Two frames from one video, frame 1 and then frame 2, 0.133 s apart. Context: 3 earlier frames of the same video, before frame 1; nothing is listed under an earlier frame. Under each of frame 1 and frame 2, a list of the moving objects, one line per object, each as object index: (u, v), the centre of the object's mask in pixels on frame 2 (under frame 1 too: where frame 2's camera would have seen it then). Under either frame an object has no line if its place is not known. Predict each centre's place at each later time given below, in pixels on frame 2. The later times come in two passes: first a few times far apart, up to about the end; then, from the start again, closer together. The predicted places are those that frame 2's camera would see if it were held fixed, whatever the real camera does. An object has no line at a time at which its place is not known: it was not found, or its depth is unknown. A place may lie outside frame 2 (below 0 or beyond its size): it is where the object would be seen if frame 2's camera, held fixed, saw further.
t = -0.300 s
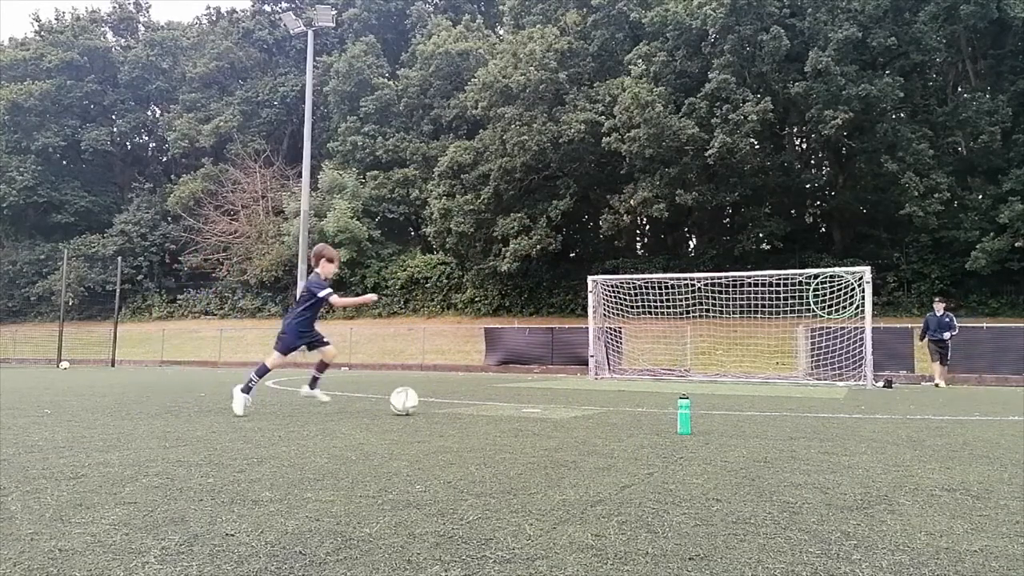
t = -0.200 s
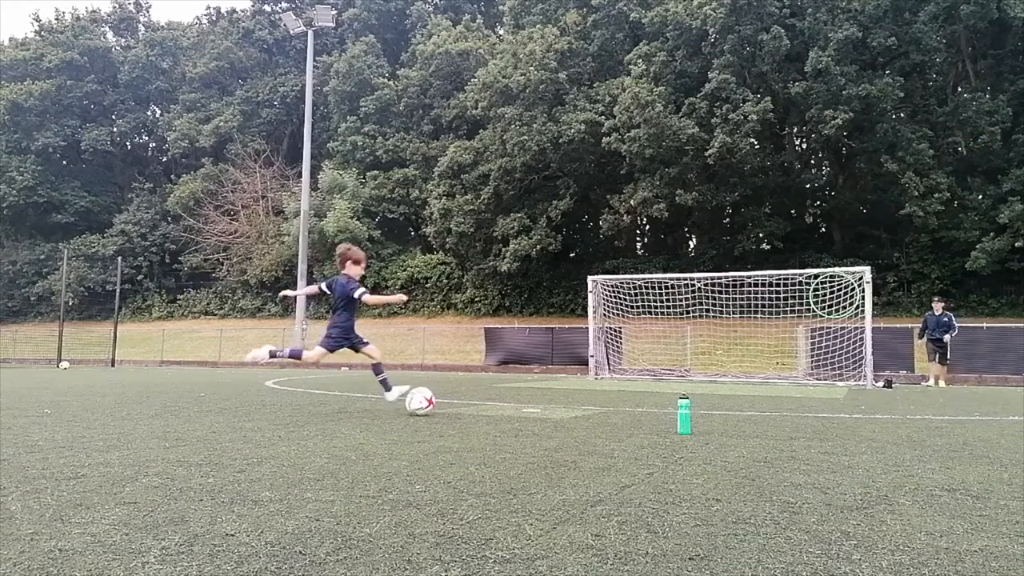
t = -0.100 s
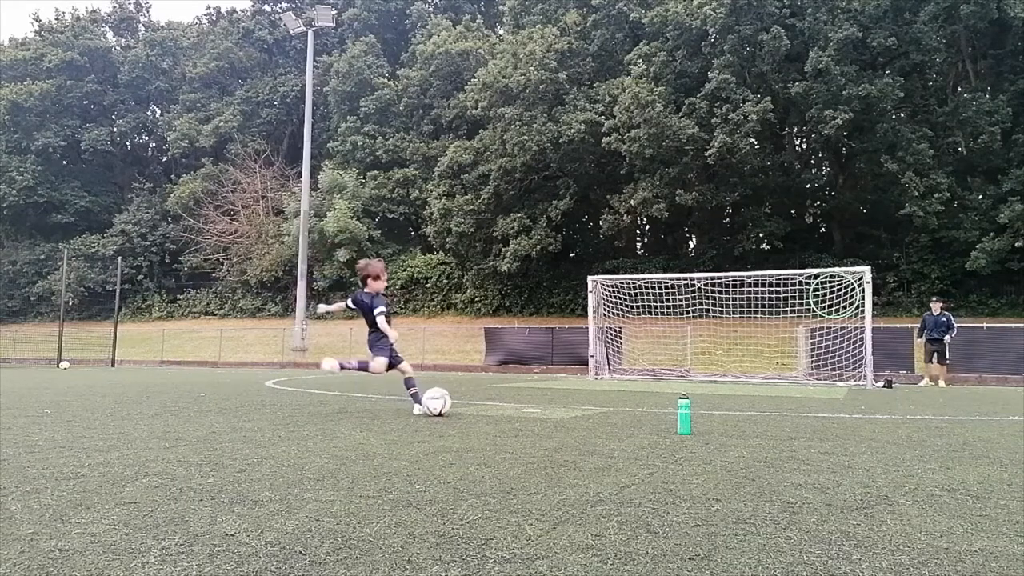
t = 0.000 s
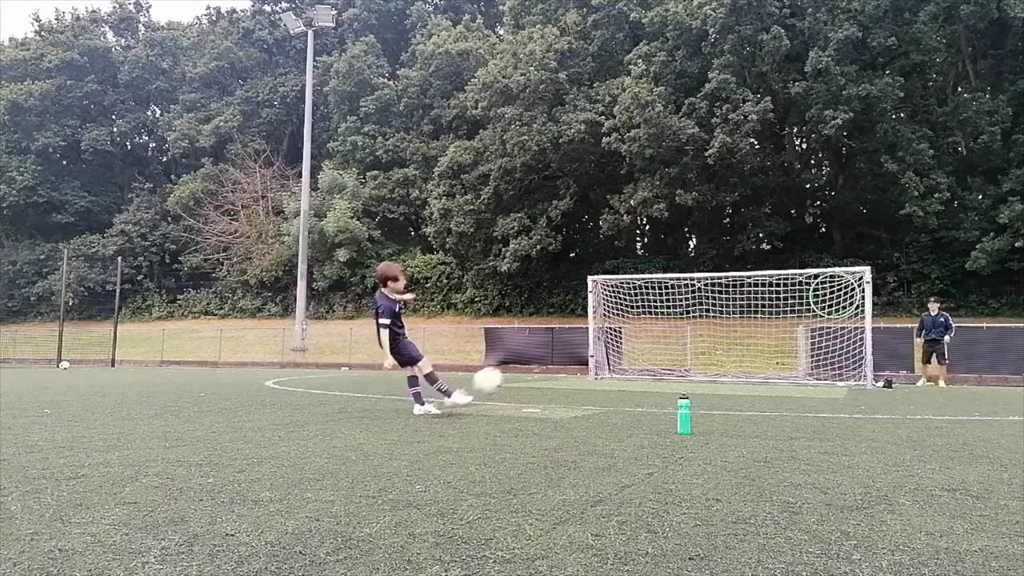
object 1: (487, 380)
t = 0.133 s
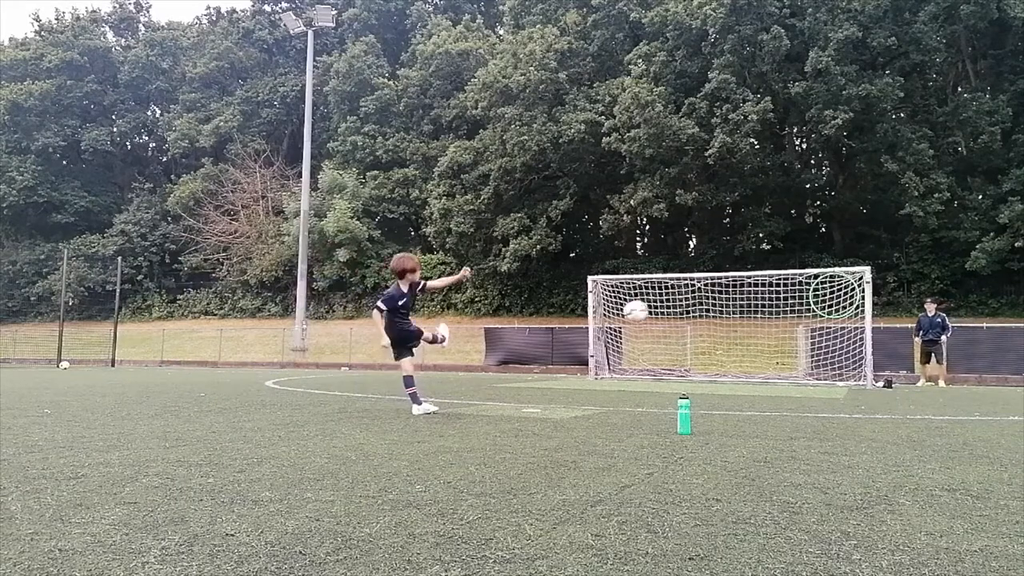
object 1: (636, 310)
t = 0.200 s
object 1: (690, 290)
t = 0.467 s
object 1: (837, 264)
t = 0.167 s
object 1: (664, 300)
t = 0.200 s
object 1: (690, 290)
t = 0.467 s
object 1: (837, 264)
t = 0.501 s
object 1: (850, 264)
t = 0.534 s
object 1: (864, 264)
